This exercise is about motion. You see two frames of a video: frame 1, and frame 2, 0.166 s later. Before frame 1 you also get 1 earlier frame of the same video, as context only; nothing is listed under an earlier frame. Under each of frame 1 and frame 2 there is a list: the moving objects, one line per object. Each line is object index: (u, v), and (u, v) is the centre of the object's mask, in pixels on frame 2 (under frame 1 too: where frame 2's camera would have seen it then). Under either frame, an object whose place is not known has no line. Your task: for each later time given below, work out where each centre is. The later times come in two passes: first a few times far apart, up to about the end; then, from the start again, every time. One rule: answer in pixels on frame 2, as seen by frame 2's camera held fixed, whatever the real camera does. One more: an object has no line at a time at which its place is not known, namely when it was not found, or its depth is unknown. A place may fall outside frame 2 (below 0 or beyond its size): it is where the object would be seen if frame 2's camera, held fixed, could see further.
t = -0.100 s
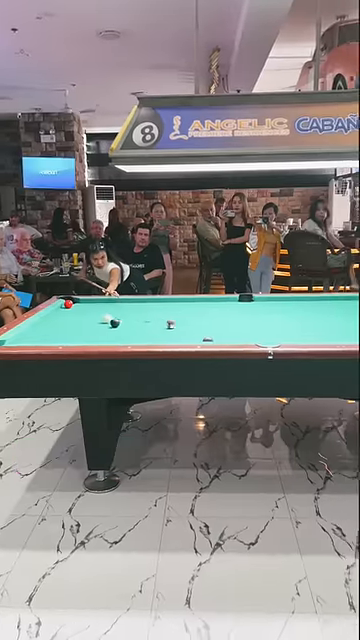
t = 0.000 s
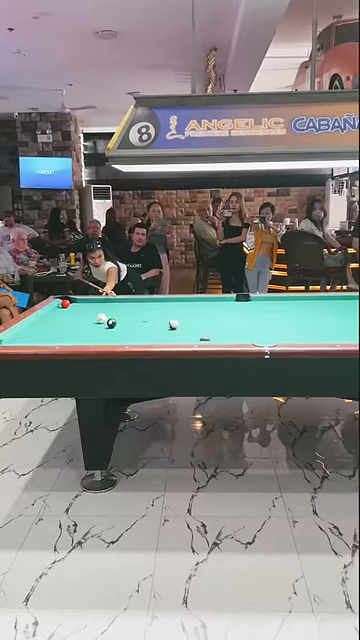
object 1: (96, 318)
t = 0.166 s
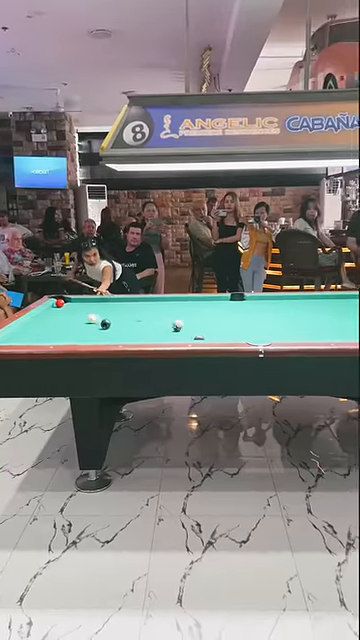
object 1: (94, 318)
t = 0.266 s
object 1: (92, 319)
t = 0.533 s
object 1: (85, 319)
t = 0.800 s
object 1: (80, 319)
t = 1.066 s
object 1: (77, 320)
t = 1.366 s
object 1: (75, 320)
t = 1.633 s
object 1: (73, 321)
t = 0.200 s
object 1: (93, 319)
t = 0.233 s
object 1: (92, 319)
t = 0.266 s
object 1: (92, 319)
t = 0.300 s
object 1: (89, 319)
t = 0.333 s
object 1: (89, 319)
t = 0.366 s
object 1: (87, 319)
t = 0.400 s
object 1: (87, 319)
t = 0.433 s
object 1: (86, 319)
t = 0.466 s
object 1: (86, 319)
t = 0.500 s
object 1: (85, 319)
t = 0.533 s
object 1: (85, 319)
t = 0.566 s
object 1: (84, 319)
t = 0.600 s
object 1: (84, 319)
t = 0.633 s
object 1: (83, 319)
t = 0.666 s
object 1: (83, 319)
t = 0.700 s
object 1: (83, 319)
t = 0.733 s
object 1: (82, 319)
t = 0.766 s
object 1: (81, 319)
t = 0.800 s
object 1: (80, 319)
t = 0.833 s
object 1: (80, 319)
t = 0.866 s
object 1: (79, 320)
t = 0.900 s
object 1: (79, 320)
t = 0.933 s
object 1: (78, 320)
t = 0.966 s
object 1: (77, 320)
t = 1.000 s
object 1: (77, 320)
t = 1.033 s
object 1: (77, 320)
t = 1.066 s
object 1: (77, 320)
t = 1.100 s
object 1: (77, 320)
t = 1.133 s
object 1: (77, 320)
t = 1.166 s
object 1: (76, 321)
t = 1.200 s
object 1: (76, 320)
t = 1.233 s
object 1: (76, 321)
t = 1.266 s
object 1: (76, 321)
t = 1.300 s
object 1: (75, 321)
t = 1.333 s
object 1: (75, 320)
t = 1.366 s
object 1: (75, 320)
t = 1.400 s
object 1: (74, 320)
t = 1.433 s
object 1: (74, 321)
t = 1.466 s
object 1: (74, 321)
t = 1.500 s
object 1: (74, 321)
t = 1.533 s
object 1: (74, 321)
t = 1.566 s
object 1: (73, 321)
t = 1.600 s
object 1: (73, 321)
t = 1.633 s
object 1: (73, 321)
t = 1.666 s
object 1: (72, 321)
